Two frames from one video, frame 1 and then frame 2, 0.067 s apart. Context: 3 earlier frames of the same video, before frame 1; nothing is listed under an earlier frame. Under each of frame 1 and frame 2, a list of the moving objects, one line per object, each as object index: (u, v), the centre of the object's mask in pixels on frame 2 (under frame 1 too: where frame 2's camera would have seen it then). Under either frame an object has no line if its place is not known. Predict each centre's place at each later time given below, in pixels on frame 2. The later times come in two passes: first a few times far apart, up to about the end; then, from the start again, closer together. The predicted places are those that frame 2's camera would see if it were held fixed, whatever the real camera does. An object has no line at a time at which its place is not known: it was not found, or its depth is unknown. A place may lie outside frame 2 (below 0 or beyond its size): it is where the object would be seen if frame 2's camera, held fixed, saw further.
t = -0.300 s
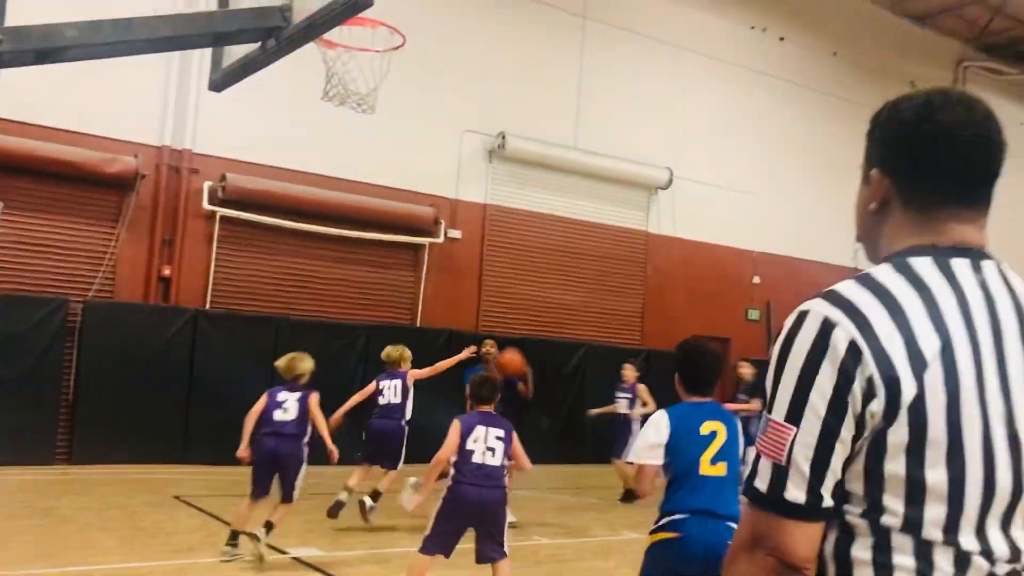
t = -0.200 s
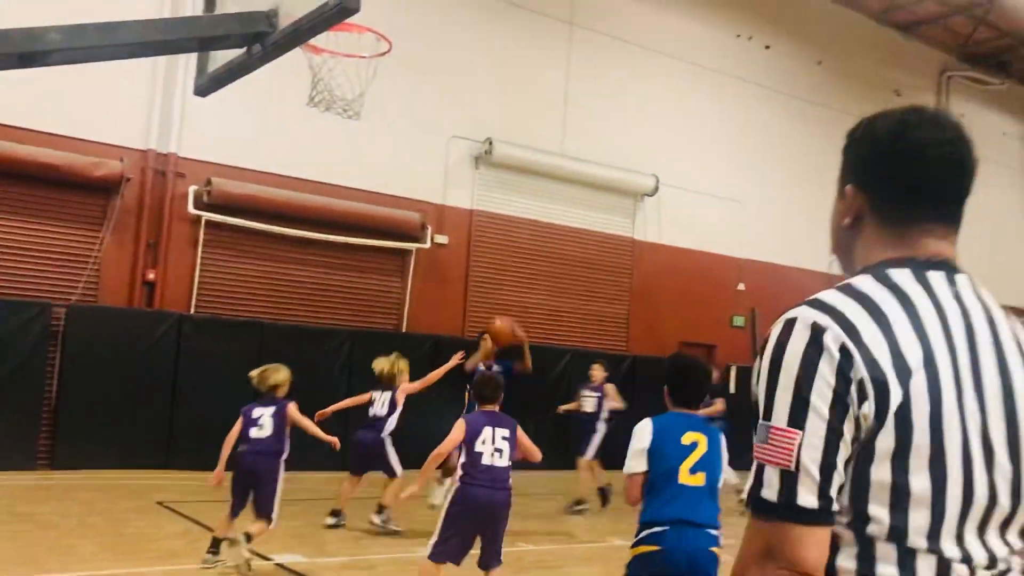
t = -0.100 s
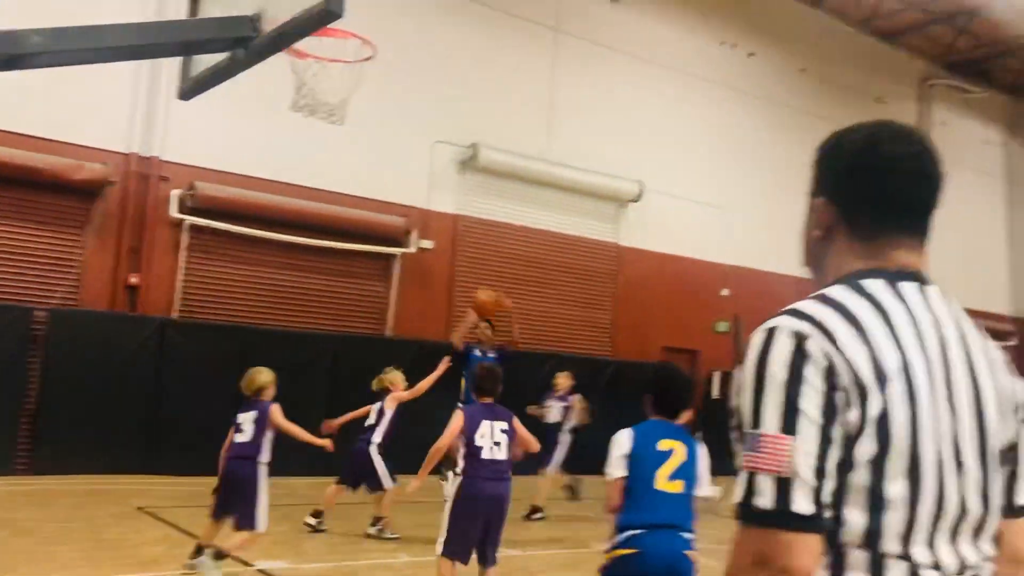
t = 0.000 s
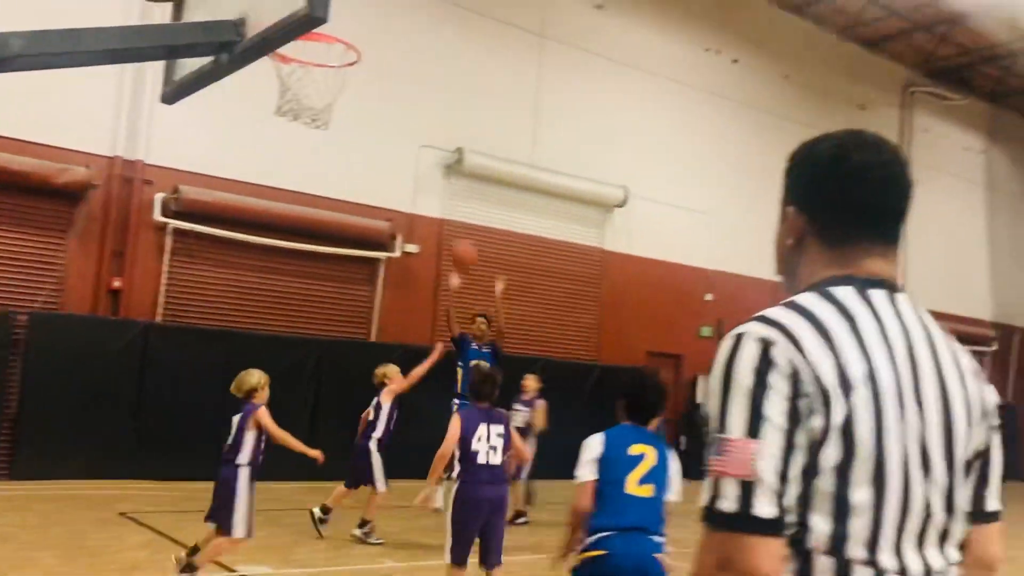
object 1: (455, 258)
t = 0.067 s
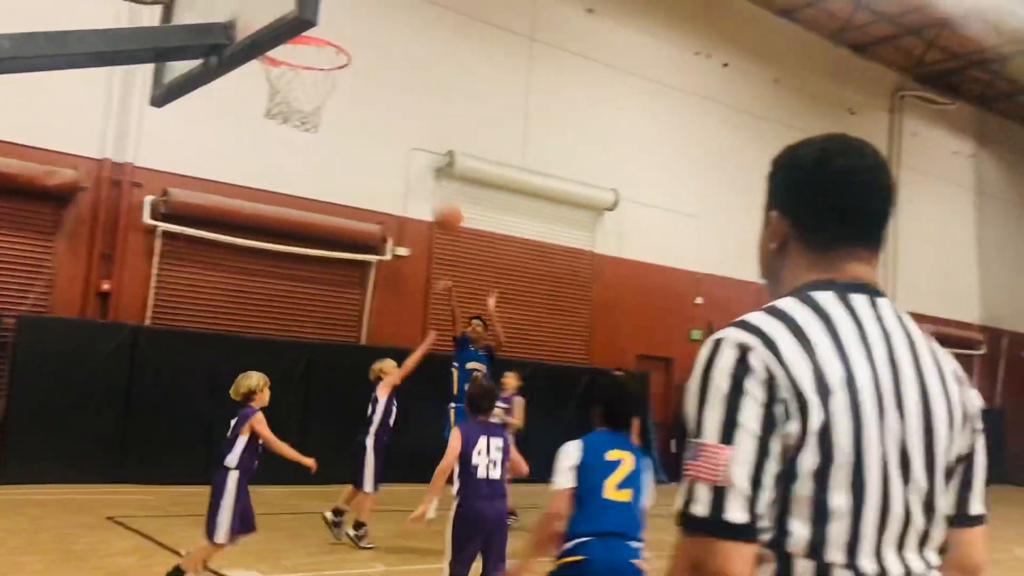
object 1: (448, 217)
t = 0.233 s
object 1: (428, 131)
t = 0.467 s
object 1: (390, 46)
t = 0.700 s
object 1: (338, 21)
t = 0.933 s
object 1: (306, 123)
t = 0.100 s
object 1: (445, 199)
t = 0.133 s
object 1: (441, 180)
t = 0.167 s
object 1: (438, 165)
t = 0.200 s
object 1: (433, 147)
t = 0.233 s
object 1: (428, 131)
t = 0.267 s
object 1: (423, 115)
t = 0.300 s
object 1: (419, 101)
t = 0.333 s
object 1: (414, 88)
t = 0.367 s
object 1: (408, 76)
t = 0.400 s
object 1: (402, 65)
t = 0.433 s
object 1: (396, 55)
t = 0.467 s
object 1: (390, 46)
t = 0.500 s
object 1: (383, 38)
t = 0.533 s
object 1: (377, 29)
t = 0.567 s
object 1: (370, 23)
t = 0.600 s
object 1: (362, 19)
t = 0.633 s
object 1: (353, 17)
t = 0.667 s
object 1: (345, 17)
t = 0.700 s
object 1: (338, 21)
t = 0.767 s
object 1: (315, 47)
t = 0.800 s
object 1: (298, 57)
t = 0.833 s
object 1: (290, 63)
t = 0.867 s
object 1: (290, 75)
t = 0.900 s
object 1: (300, 103)
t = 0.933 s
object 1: (306, 123)
